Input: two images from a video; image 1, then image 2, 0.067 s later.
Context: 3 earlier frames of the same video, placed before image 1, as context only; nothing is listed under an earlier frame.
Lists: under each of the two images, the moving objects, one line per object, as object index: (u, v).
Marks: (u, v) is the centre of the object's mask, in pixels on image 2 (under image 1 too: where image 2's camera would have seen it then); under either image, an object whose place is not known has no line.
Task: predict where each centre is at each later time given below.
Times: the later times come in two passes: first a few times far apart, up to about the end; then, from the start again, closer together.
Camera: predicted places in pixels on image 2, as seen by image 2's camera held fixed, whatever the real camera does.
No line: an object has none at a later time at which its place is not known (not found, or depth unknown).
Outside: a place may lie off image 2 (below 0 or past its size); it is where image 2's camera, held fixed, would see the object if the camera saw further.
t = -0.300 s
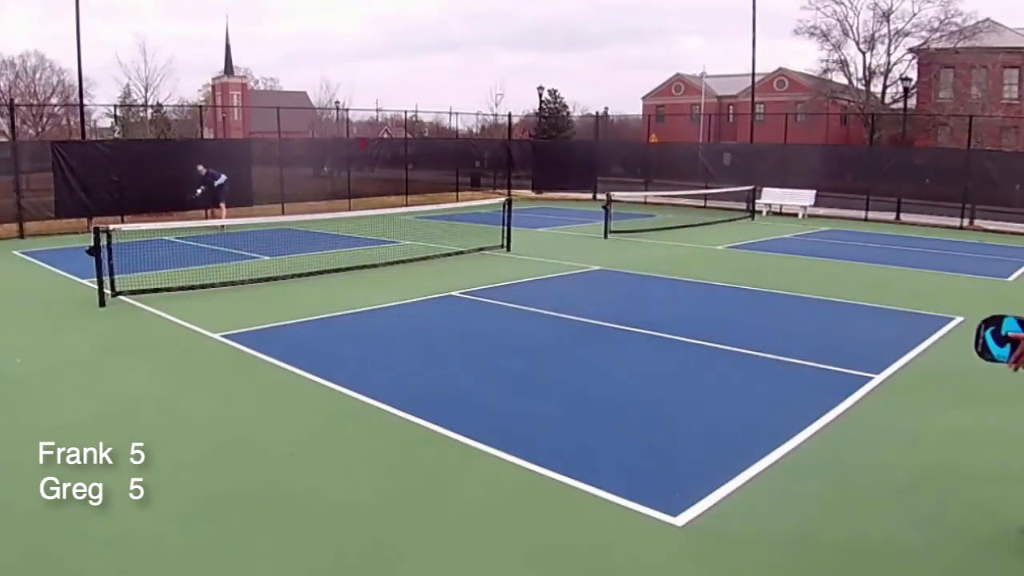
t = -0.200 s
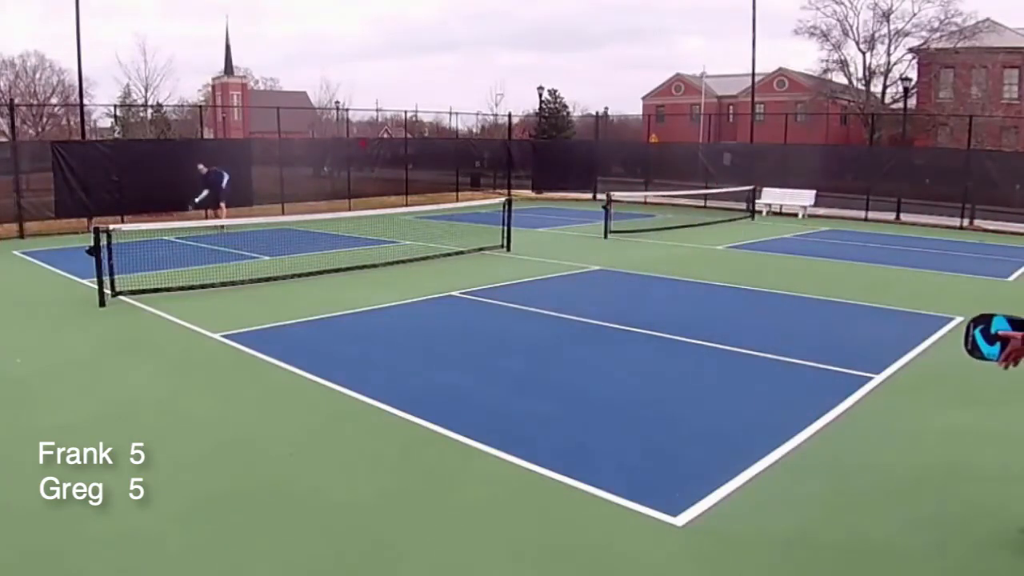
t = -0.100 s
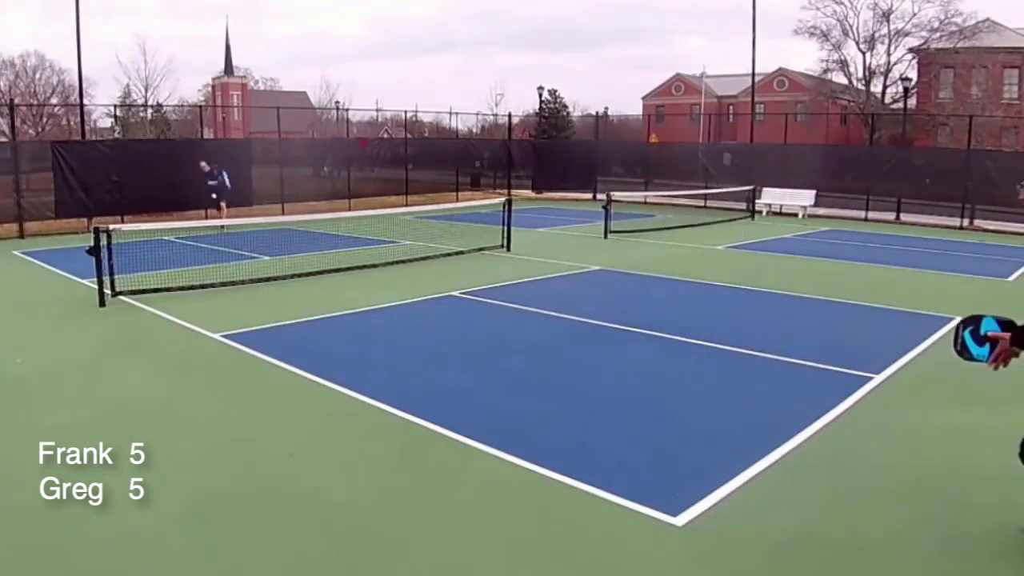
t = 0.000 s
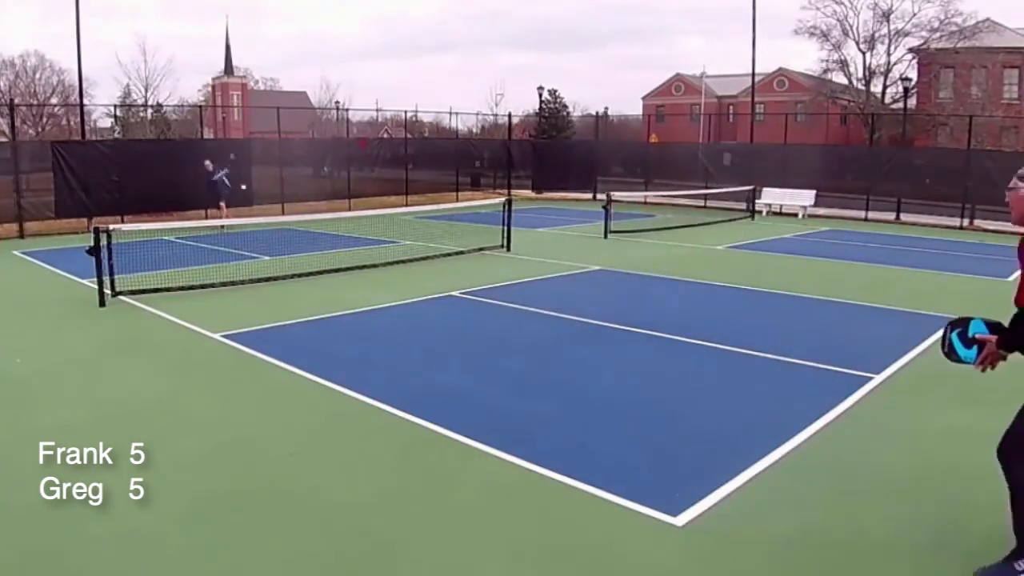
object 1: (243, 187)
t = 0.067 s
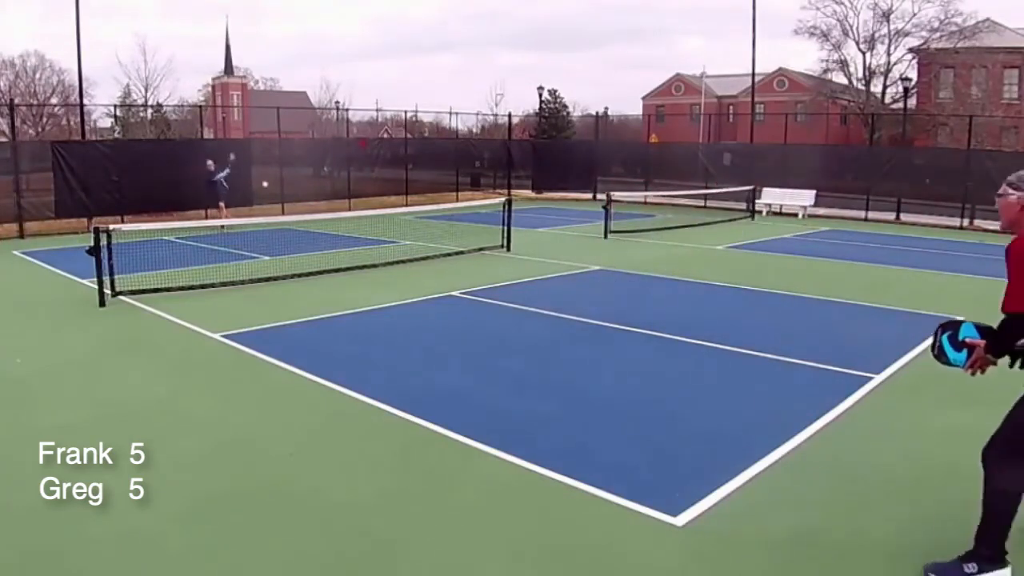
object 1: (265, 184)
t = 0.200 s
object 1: (315, 189)
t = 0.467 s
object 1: (460, 266)
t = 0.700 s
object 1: (644, 343)
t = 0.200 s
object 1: (315, 189)
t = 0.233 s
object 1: (329, 193)
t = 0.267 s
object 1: (344, 198)
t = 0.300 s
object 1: (361, 205)
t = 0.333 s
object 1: (377, 214)
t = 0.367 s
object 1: (396, 223)
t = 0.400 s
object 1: (416, 235)
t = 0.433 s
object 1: (437, 249)
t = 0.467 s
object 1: (460, 266)
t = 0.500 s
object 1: (485, 286)
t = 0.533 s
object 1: (512, 309)
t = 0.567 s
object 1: (540, 335)
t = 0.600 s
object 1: (569, 356)
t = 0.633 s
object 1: (592, 350)
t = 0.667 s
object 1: (617, 346)
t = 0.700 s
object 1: (644, 343)
